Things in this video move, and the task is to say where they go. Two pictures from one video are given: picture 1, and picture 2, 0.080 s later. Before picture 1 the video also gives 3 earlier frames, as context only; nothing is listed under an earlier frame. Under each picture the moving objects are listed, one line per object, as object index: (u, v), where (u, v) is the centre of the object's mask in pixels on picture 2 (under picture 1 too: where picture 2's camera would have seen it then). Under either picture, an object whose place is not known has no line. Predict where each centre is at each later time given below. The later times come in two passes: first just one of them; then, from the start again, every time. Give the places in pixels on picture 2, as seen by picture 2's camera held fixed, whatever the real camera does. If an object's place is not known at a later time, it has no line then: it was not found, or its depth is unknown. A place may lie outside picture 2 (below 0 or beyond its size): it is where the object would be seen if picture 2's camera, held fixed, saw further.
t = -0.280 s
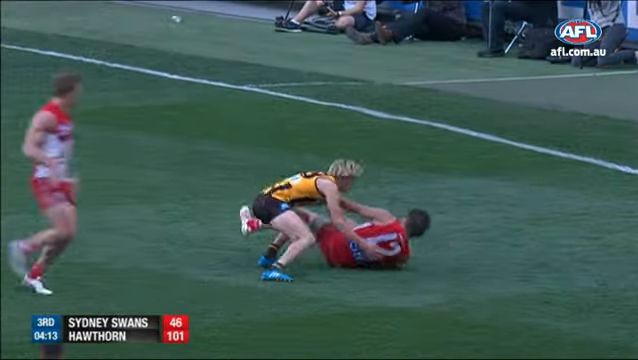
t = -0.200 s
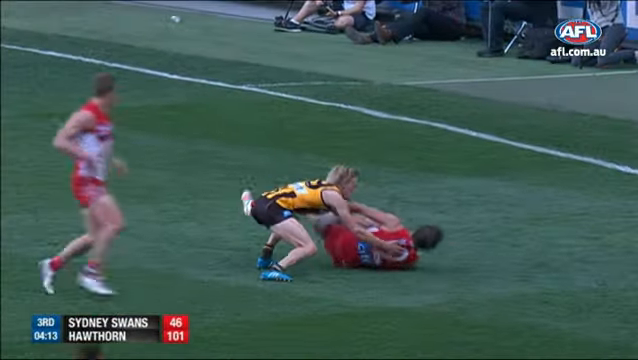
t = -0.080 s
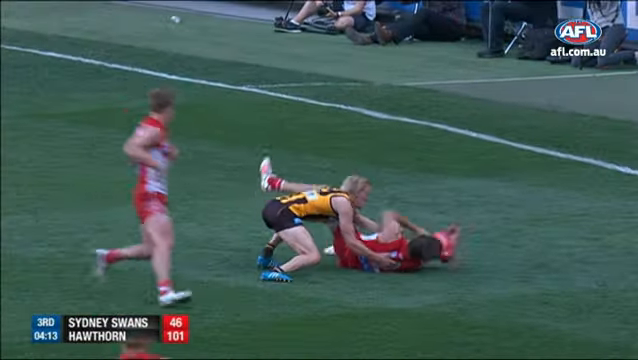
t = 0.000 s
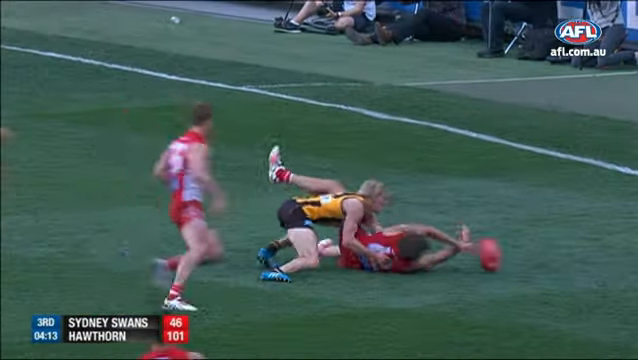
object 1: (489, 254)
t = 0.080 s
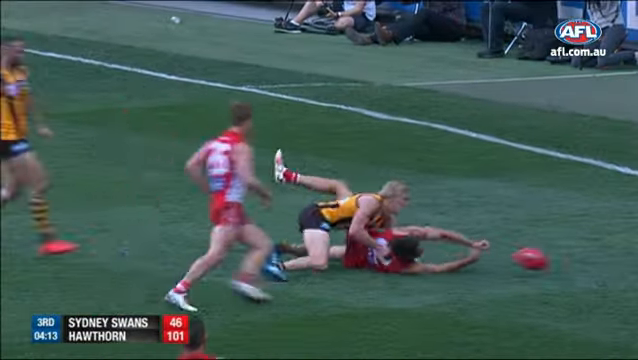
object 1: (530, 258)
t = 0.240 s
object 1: (602, 254)
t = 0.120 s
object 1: (549, 259)
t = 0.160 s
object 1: (569, 264)
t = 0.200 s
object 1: (588, 266)
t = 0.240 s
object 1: (602, 254)
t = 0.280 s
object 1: (617, 245)
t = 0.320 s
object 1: (631, 237)
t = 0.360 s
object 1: (644, 232)
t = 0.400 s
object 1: (658, 228)
